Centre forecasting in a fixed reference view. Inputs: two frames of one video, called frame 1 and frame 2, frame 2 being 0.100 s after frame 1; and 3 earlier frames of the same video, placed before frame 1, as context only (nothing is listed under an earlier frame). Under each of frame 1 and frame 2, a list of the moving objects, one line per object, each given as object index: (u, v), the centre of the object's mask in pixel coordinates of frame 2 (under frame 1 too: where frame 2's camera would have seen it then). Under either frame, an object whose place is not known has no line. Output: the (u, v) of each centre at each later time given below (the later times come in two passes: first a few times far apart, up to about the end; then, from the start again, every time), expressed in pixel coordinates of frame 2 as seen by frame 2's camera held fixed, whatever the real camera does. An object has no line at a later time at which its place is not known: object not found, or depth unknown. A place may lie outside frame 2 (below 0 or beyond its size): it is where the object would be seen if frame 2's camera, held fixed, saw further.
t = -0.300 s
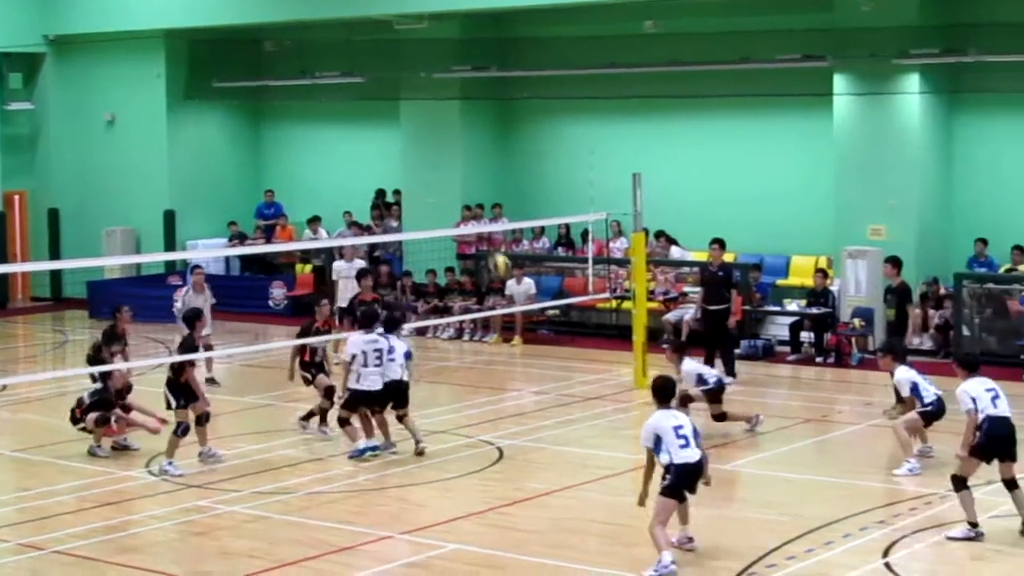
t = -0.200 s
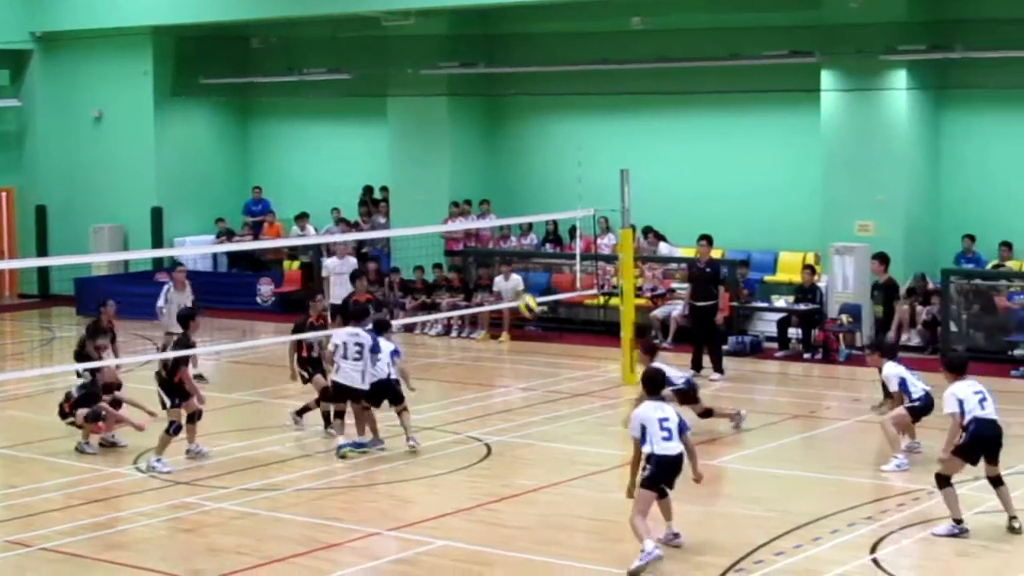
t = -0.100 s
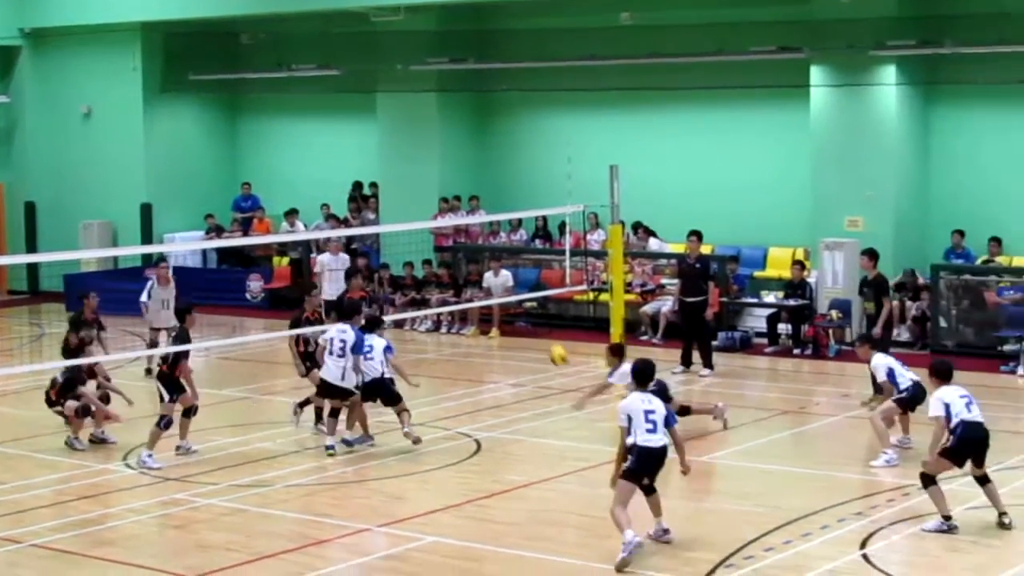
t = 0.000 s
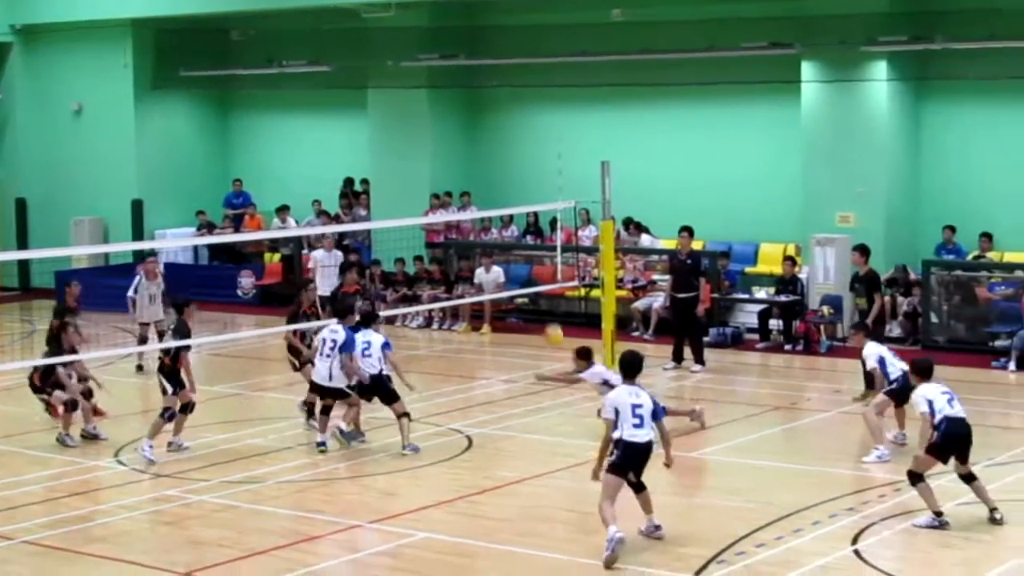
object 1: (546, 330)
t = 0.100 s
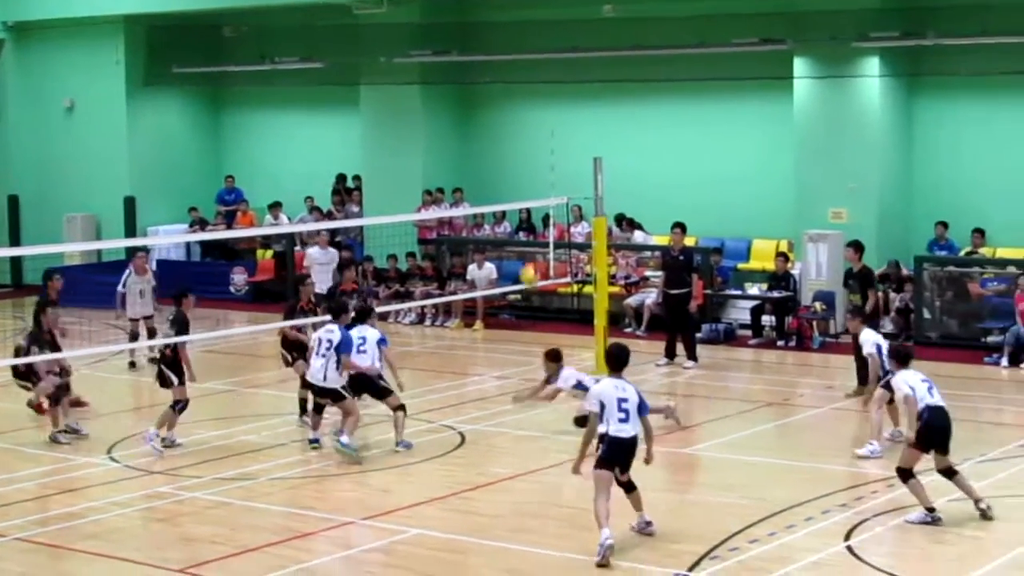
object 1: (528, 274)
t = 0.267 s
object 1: (501, 204)
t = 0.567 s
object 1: (456, 141)
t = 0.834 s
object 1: (416, 155)
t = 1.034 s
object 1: (388, 207)
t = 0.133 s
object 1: (525, 259)
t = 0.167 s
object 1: (519, 245)
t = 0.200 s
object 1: (513, 231)
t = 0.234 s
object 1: (508, 218)
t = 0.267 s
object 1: (501, 204)
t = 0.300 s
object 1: (497, 192)
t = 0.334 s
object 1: (492, 183)
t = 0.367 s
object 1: (486, 173)
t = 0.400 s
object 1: (481, 165)
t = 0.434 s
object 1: (476, 158)
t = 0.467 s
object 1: (471, 152)
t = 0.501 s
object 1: (467, 147)
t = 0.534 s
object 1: (461, 144)
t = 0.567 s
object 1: (456, 141)
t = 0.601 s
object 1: (452, 139)
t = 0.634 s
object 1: (446, 137)
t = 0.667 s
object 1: (442, 137)
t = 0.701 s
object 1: (437, 139)
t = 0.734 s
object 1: (432, 142)
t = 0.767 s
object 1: (427, 145)
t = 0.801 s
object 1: (421, 150)
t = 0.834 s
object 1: (416, 155)
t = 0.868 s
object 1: (412, 161)
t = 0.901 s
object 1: (408, 170)
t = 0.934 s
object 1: (403, 179)
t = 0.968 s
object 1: (397, 189)
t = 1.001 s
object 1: (392, 199)
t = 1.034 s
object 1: (388, 207)
